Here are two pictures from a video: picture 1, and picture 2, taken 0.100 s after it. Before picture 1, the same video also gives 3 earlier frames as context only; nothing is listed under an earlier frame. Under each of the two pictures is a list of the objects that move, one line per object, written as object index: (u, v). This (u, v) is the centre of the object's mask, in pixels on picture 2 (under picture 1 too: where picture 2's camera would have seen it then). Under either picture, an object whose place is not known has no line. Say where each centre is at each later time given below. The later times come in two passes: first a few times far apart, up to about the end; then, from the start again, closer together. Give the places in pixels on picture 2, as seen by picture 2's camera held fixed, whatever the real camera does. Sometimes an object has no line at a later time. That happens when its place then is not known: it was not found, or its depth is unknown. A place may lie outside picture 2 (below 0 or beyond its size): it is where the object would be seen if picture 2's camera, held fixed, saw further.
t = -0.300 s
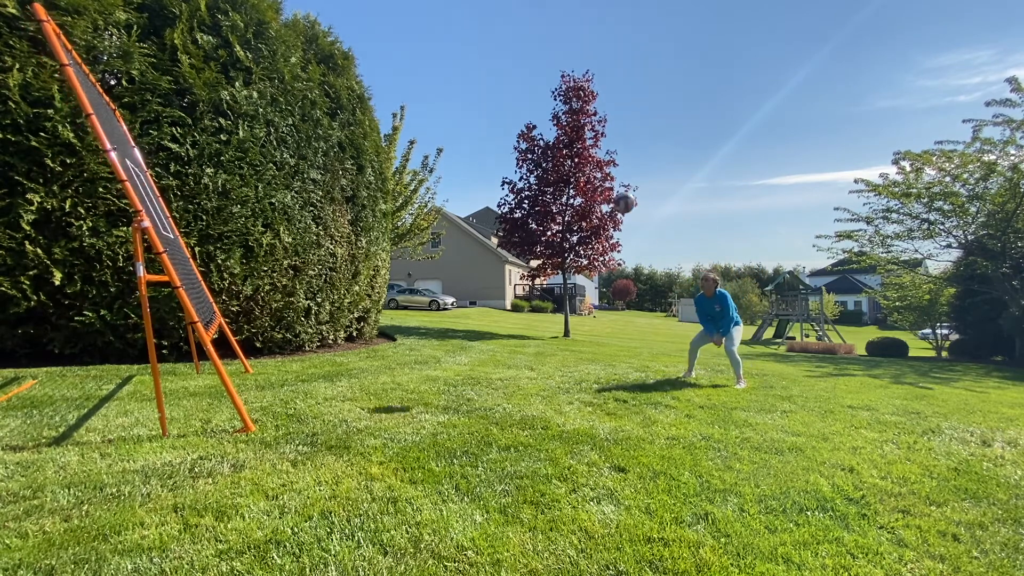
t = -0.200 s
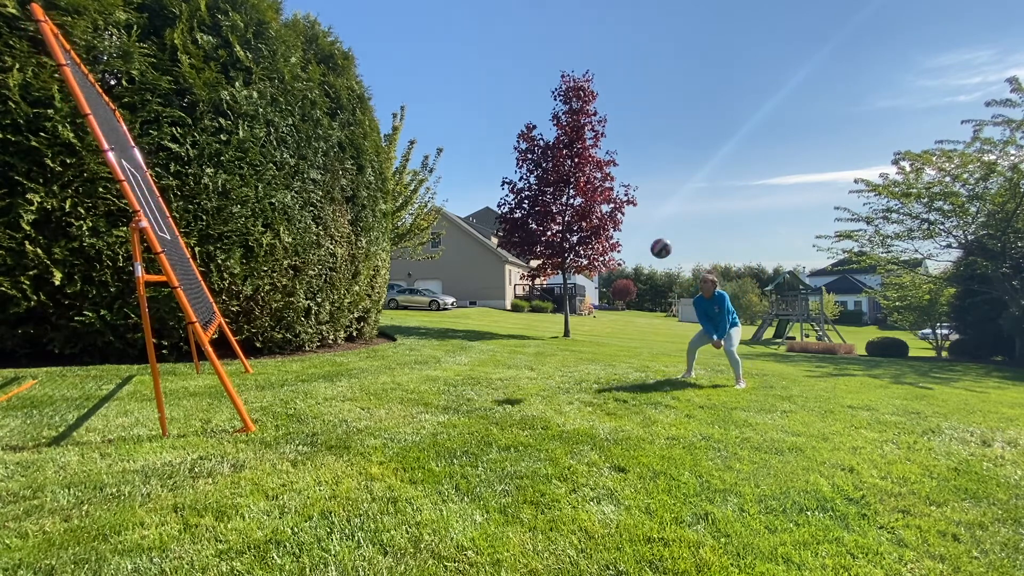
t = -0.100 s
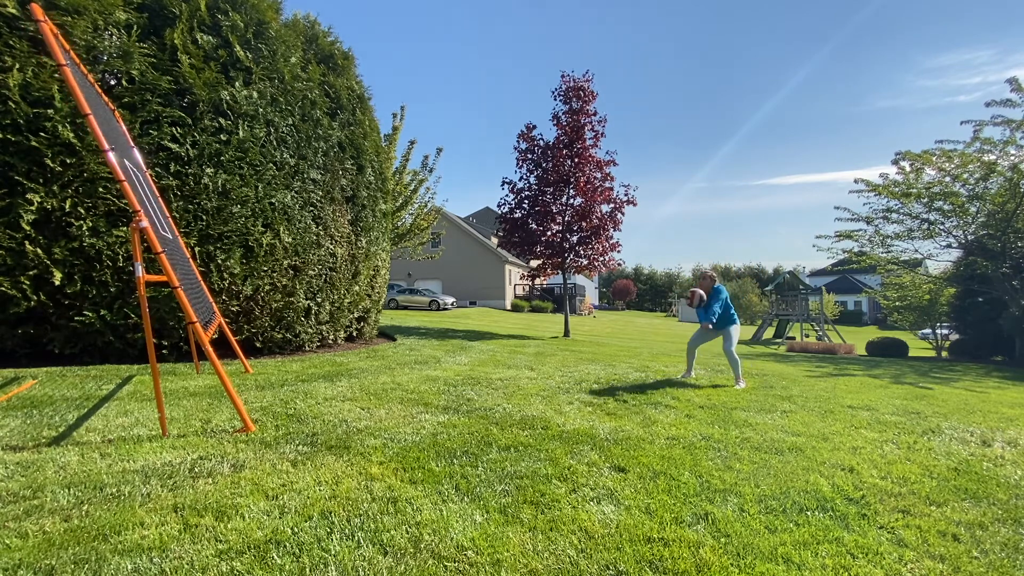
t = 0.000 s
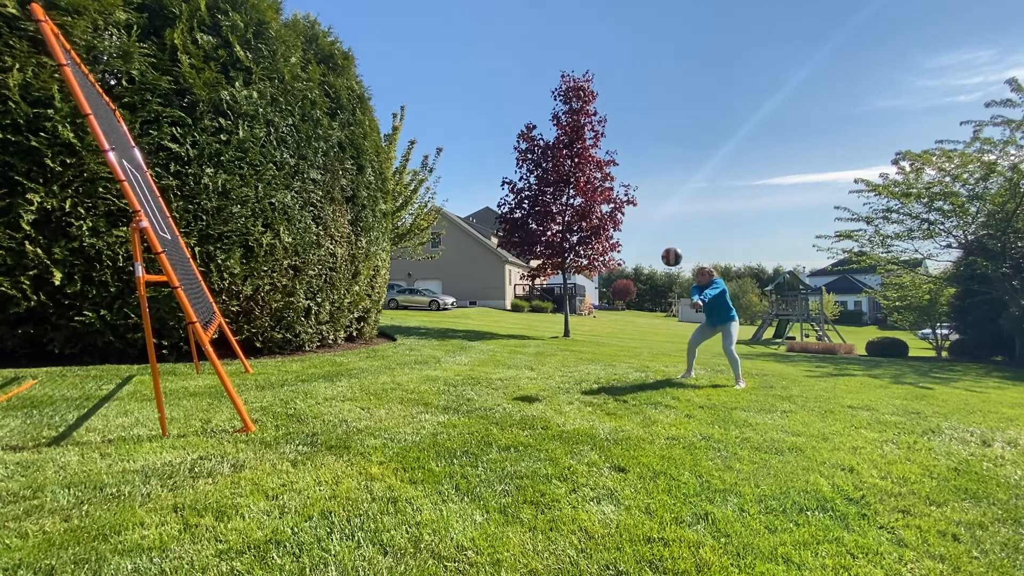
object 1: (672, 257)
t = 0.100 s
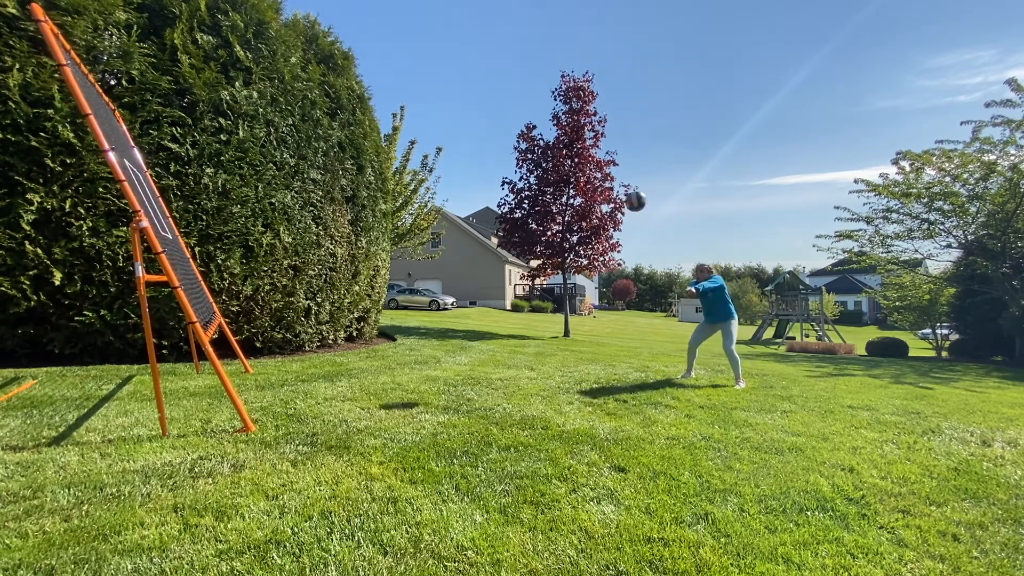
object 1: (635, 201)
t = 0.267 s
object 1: (571, 123)
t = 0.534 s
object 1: (457, 46)
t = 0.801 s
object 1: (321, 38)
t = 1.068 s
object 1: (155, 125)
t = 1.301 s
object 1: (241, 188)
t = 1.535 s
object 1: (366, 279)
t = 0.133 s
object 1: (623, 184)
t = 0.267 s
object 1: (571, 123)
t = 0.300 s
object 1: (558, 111)
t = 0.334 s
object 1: (544, 99)
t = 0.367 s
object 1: (530, 88)
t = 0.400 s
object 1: (517, 77)
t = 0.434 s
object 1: (502, 68)
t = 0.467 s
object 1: (487, 60)
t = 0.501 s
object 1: (472, 52)
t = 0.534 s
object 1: (457, 46)
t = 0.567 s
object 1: (441, 41)
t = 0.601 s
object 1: (425, 37)
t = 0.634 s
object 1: (408, 34)
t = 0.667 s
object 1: (392, 33)
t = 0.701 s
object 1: (374, 32)
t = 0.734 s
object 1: (357, 33)
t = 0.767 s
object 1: (339, 36)
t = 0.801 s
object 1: (321, 38)
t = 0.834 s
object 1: (302, 44)
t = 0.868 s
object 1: (283, 51)
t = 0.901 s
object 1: (262, 59)
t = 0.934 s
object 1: (242, 68)
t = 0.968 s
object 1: (221, 80)
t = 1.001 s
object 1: (199, 94)
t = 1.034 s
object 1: (178, 108)
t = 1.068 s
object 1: (155, 125)
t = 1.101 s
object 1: (133, 144)
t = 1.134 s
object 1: (130, 154)
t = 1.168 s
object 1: (152, 159)
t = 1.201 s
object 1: (176, 165)
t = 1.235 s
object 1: (199, 172)
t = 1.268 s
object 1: (221, 180)
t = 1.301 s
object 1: (241, 188)
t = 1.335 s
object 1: (262, 199)
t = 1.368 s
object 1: (280, 210)
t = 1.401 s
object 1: (299, 222)
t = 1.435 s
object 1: (317, 235)
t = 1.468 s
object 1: (334, 249)
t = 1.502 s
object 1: (350, 264)
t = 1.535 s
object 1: (366, 279)
